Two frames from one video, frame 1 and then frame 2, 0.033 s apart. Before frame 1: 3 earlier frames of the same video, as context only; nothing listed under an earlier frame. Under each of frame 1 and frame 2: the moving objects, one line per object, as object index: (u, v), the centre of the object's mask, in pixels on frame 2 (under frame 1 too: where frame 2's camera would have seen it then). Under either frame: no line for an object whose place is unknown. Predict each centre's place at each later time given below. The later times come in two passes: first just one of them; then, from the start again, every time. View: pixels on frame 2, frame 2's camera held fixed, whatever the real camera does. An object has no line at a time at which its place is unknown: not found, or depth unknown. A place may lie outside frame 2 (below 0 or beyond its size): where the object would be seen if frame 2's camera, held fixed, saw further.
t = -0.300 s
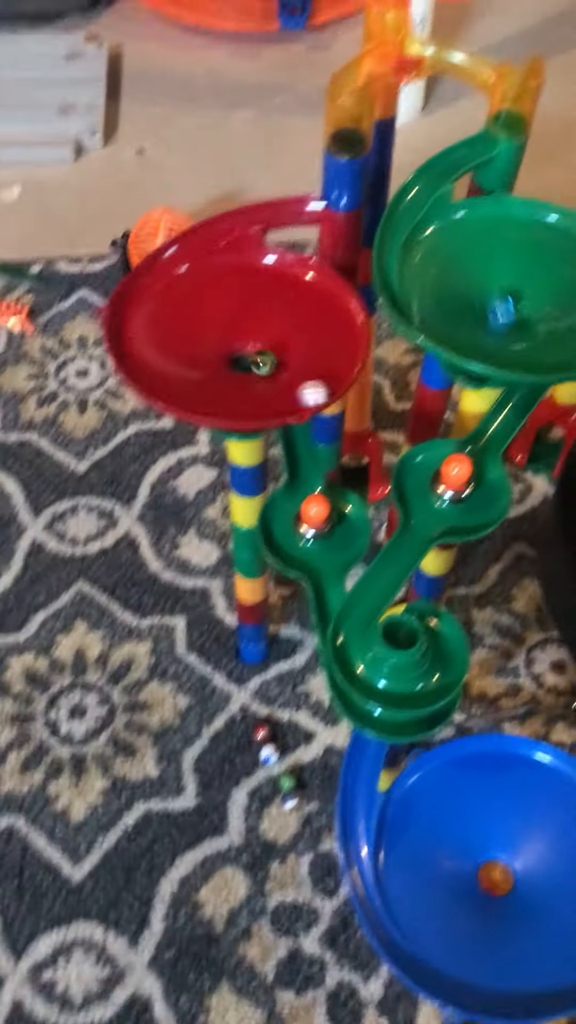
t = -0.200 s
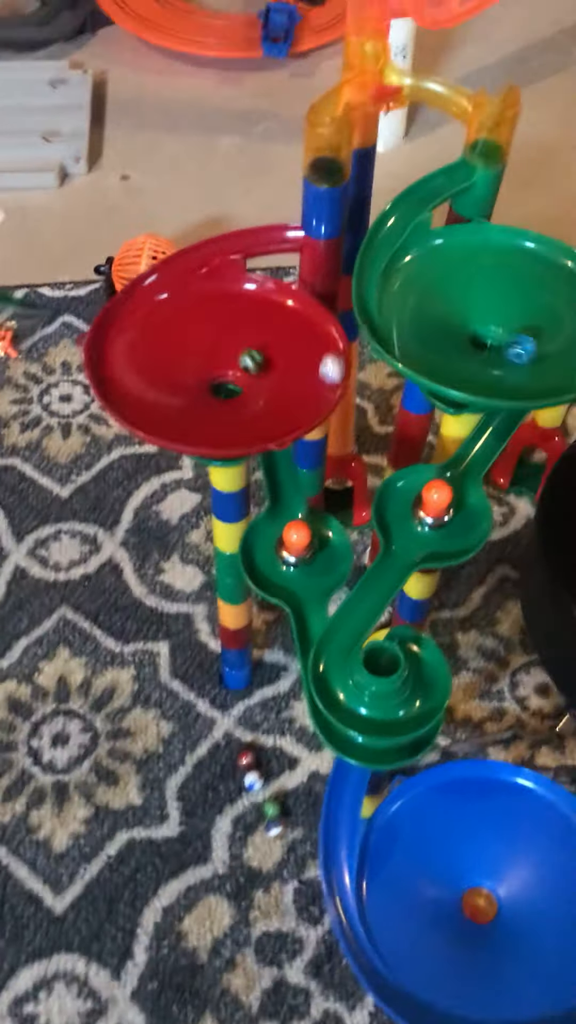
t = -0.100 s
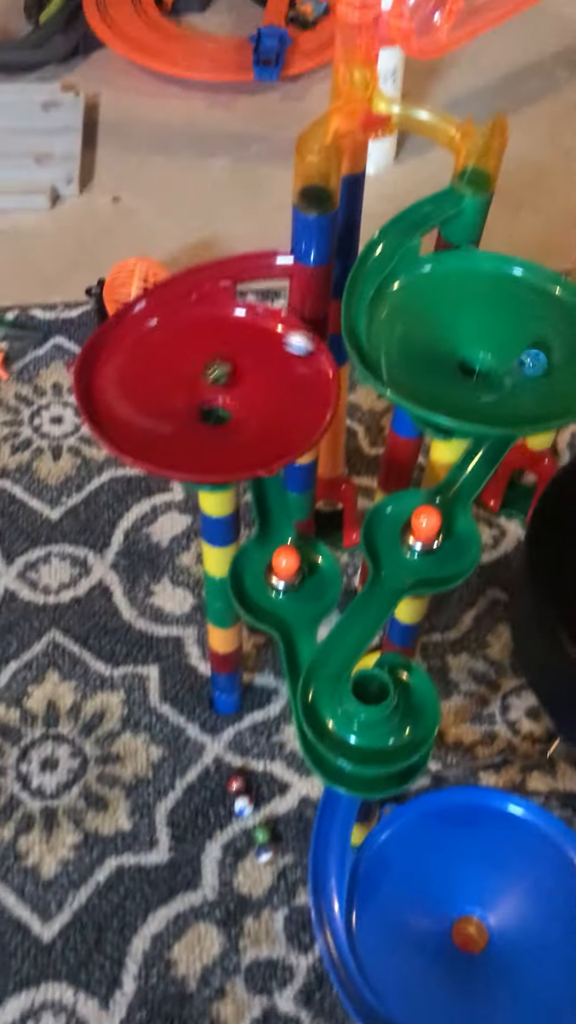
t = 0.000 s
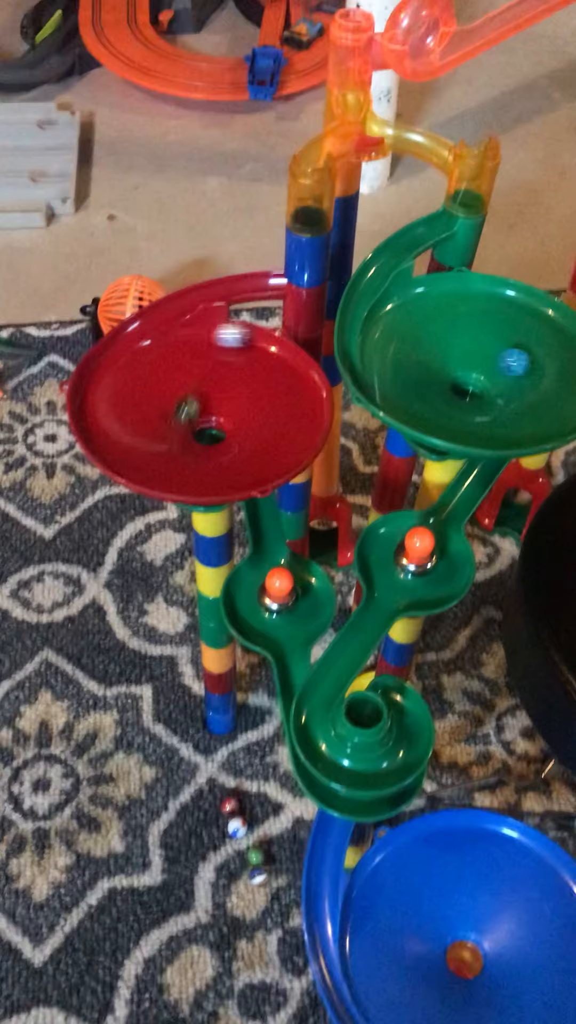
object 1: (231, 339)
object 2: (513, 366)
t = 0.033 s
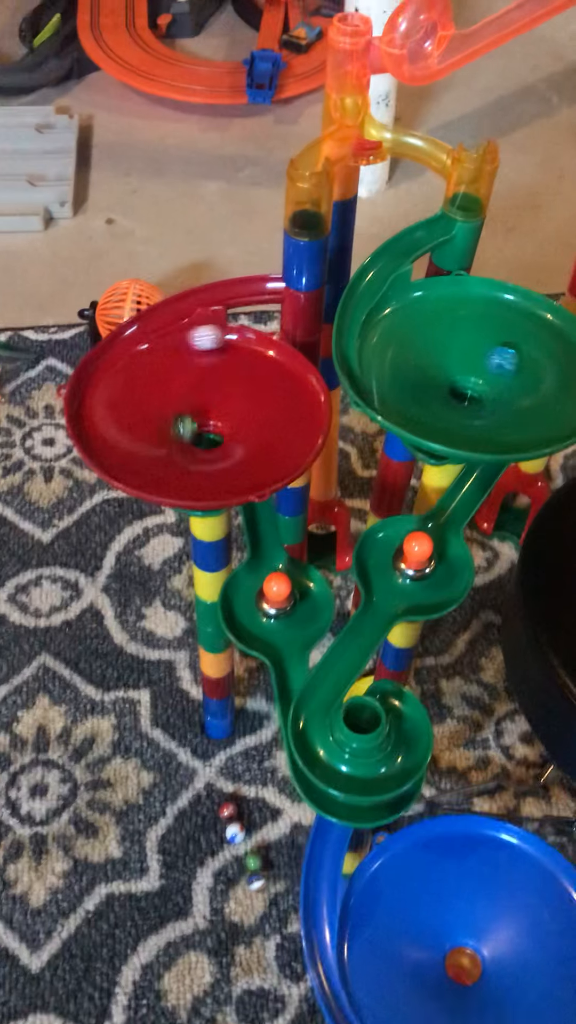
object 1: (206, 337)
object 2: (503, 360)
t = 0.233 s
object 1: (99, 390)
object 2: (439, 375)
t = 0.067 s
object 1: (183, 339)
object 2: (487, 356)
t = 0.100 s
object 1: (160, 344)
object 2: (472, 354)
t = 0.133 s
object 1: (141, 352)
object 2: (457, 355)
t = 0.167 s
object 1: (124, 362)
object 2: (446, 359)
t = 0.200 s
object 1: (110, 375)
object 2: (440, 367)
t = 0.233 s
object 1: (99, 390)
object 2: (439, 375)
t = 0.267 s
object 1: (92, 405)
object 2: (445, 384)
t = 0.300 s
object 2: (456, 393)
